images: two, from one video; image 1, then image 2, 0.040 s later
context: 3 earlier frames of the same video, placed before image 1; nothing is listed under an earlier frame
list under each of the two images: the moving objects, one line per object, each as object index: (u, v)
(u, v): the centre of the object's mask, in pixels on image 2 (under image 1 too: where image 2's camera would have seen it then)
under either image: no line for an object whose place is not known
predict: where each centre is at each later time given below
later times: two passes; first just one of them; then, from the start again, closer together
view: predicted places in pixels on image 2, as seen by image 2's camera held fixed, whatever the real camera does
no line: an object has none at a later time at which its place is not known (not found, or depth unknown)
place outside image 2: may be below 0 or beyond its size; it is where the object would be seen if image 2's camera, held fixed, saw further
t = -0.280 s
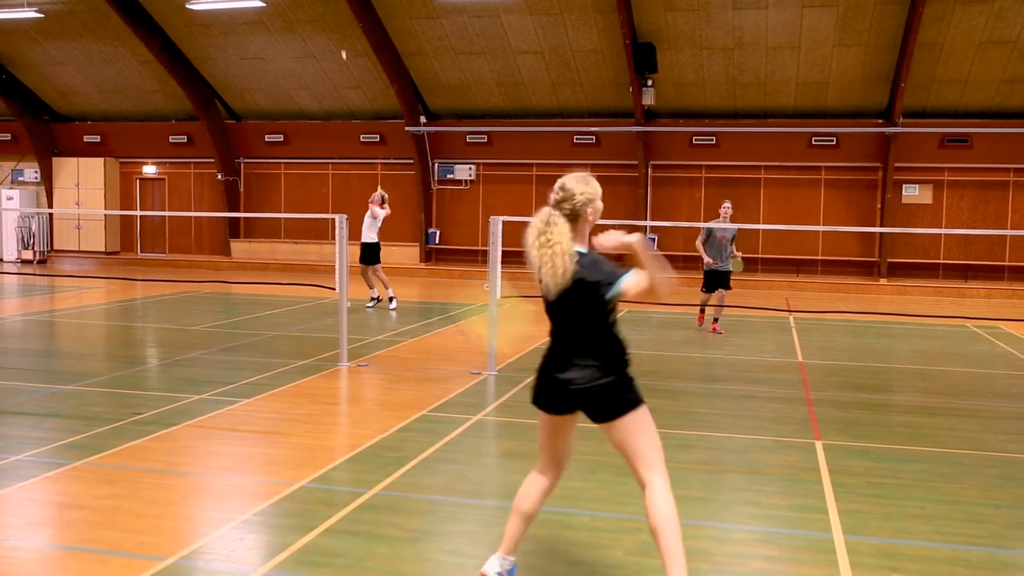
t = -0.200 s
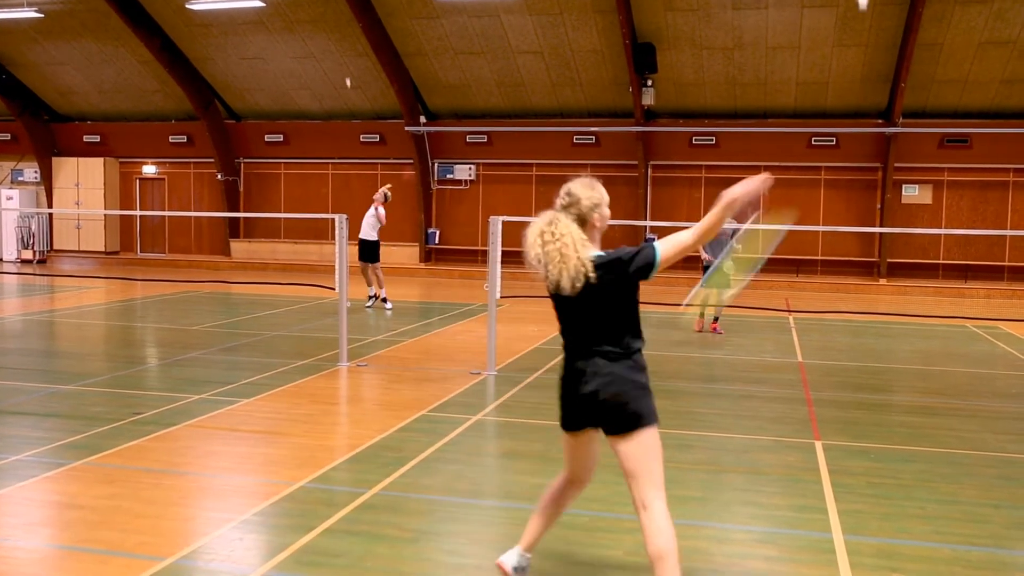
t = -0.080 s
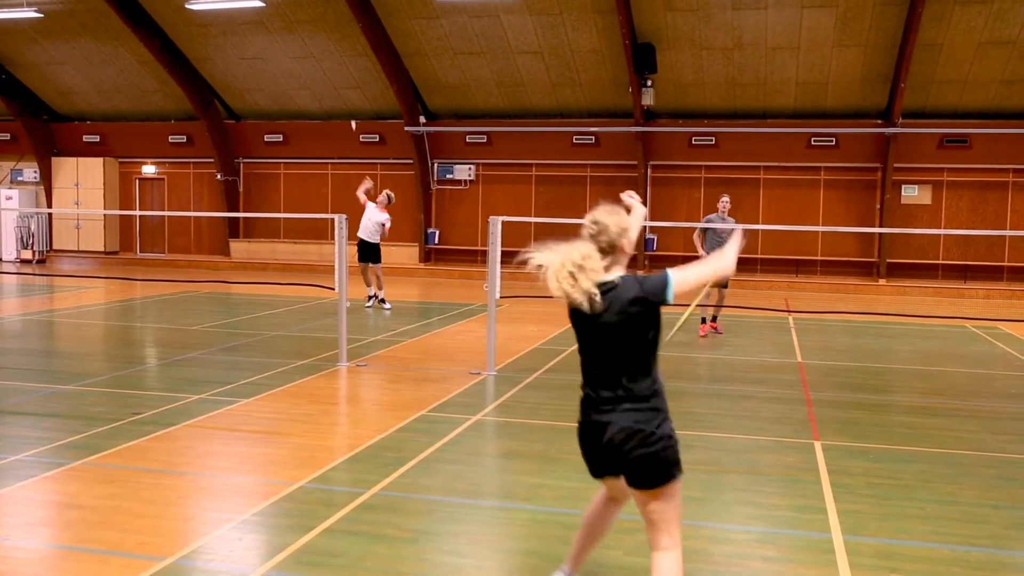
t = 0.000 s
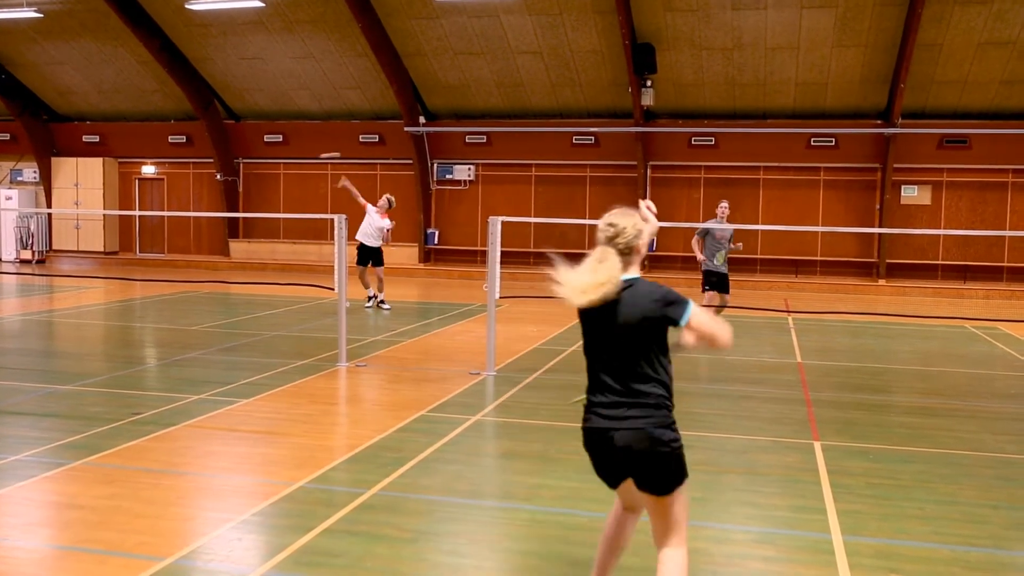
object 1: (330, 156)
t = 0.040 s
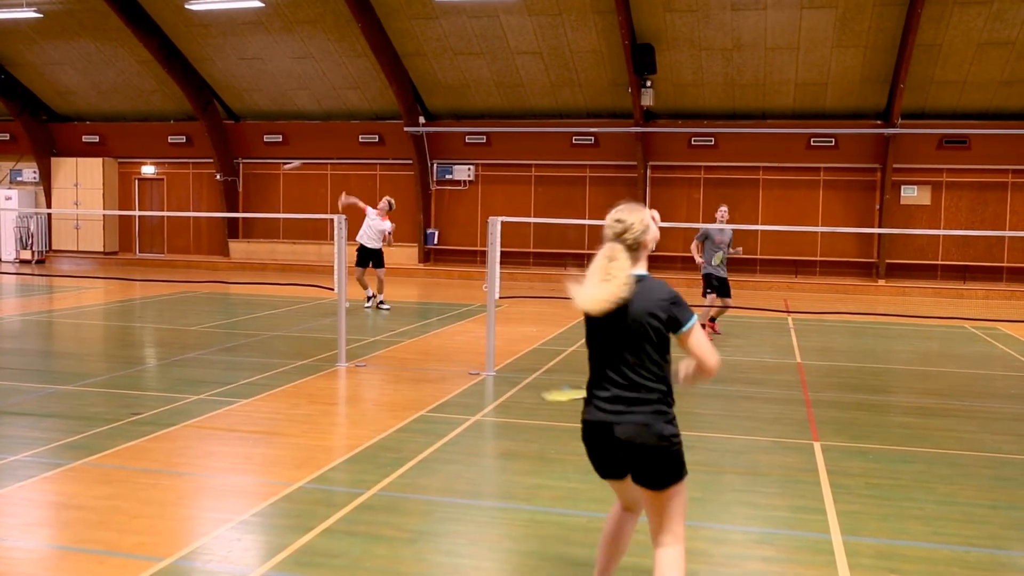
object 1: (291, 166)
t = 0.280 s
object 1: (122, 240)
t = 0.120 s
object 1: (230, 187)
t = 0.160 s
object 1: (201, 199)
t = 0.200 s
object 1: (177, 209)
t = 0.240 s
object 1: (147, 225)
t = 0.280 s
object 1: (122, 240)
